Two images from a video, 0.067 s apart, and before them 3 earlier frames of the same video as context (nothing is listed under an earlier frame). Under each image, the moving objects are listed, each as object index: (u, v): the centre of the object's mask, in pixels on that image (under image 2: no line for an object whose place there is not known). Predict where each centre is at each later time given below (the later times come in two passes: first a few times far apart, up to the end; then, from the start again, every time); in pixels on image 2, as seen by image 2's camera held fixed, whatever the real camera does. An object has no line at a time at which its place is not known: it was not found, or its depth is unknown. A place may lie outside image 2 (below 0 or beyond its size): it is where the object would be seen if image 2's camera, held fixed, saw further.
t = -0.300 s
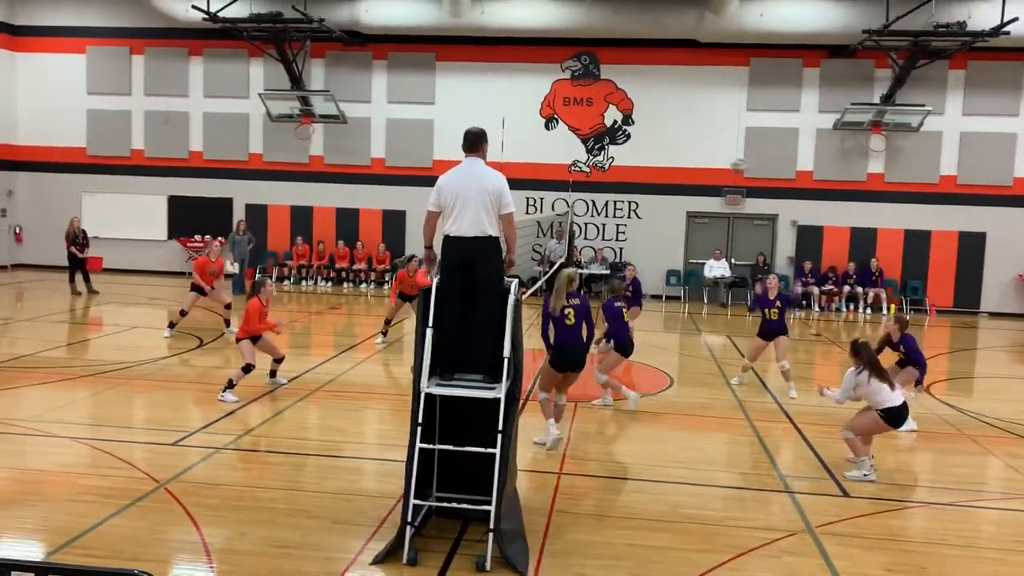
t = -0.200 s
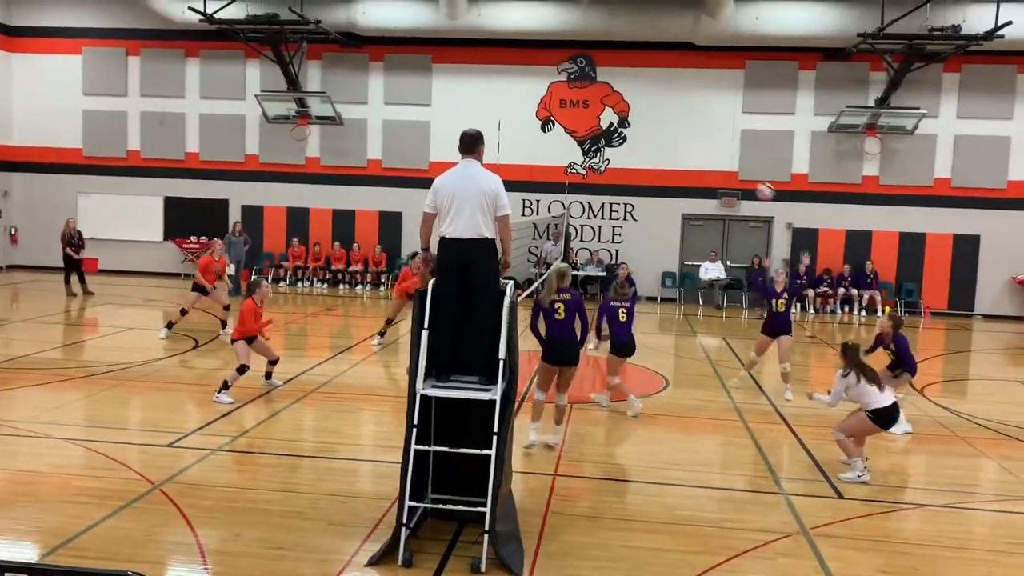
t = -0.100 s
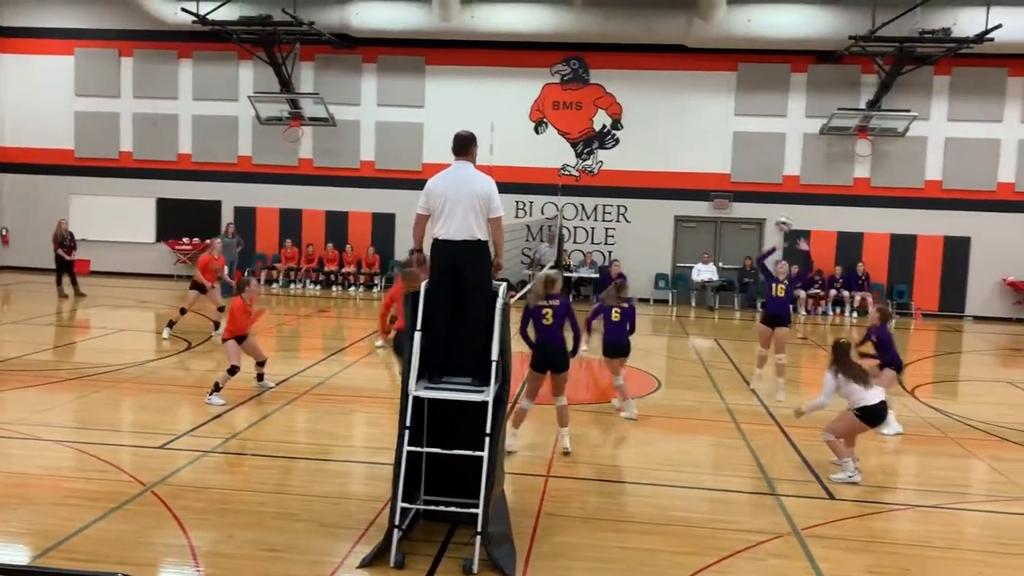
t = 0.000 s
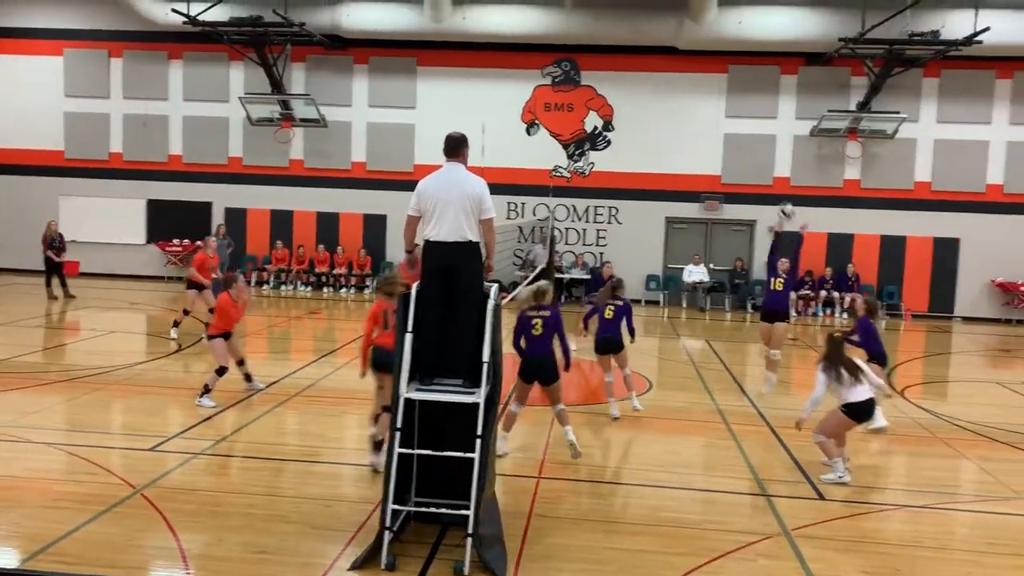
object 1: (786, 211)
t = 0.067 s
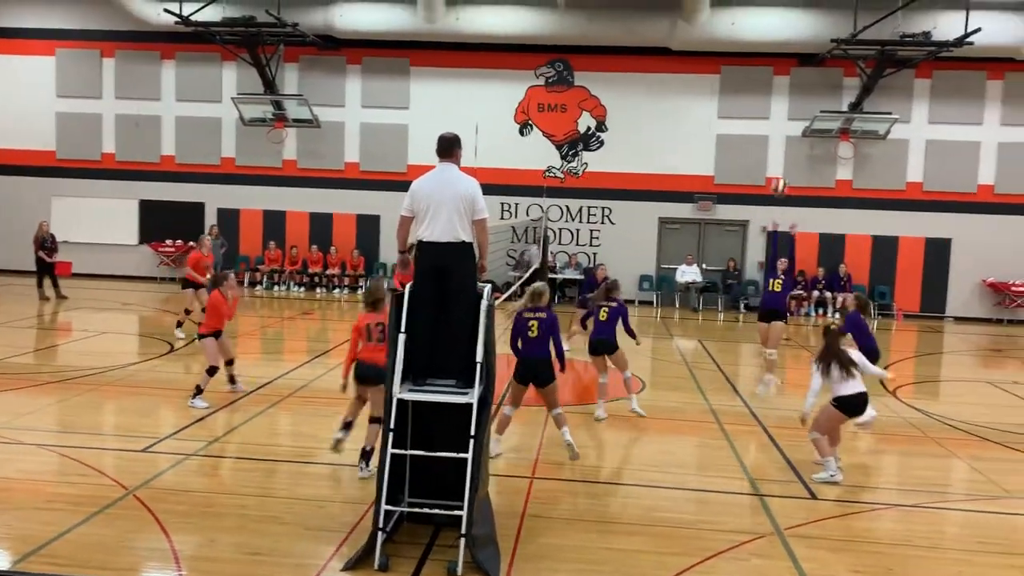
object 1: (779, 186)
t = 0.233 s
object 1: (775, 135)
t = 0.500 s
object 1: (767, 97)
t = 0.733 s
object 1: (758, 114)
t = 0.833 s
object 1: (754, 137)
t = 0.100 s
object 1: (779, 174)
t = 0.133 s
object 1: (777, 164)
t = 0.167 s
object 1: (777, 155)
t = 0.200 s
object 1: (775, 145)
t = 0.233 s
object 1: (775, 135)
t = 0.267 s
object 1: (774, 127)
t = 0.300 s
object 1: (773, 121)
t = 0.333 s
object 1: (772, 115)
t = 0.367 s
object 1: (772, 109)
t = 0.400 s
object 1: (771, 104)
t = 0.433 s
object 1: (770, 101)
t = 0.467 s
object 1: (768, 98)
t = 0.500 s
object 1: (767, 97)
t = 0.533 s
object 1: (766, 96)
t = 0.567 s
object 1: (765, 96)
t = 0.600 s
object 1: (764, 97)
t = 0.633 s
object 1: (763, 100)
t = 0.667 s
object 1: (761, 104)
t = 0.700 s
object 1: (759, 109)
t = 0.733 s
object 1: (758, 114)
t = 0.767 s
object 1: (757, 121)
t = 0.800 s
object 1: (755, 129)
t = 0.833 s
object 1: (754, 137)
